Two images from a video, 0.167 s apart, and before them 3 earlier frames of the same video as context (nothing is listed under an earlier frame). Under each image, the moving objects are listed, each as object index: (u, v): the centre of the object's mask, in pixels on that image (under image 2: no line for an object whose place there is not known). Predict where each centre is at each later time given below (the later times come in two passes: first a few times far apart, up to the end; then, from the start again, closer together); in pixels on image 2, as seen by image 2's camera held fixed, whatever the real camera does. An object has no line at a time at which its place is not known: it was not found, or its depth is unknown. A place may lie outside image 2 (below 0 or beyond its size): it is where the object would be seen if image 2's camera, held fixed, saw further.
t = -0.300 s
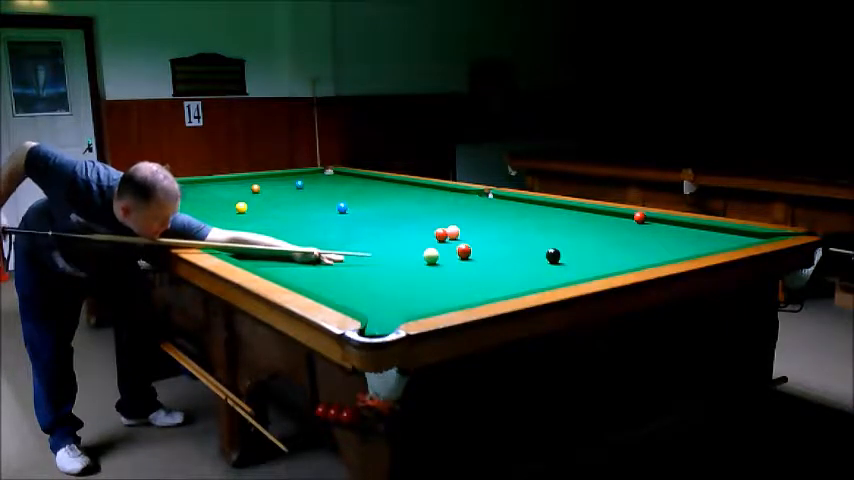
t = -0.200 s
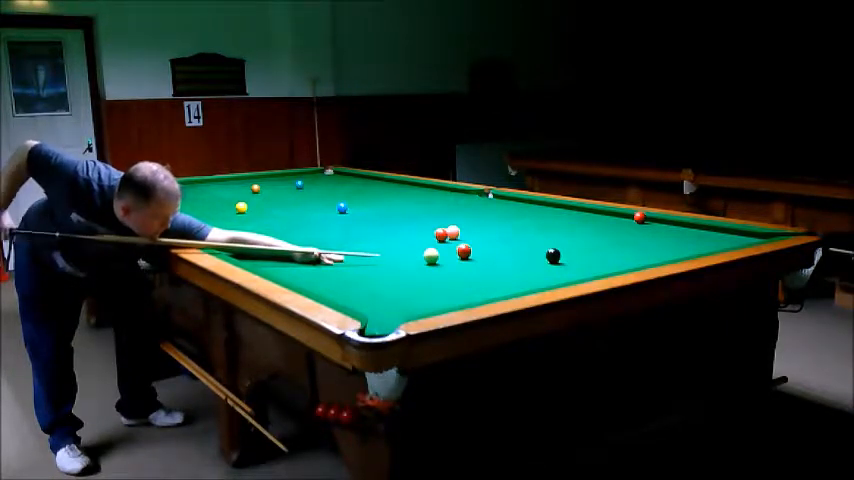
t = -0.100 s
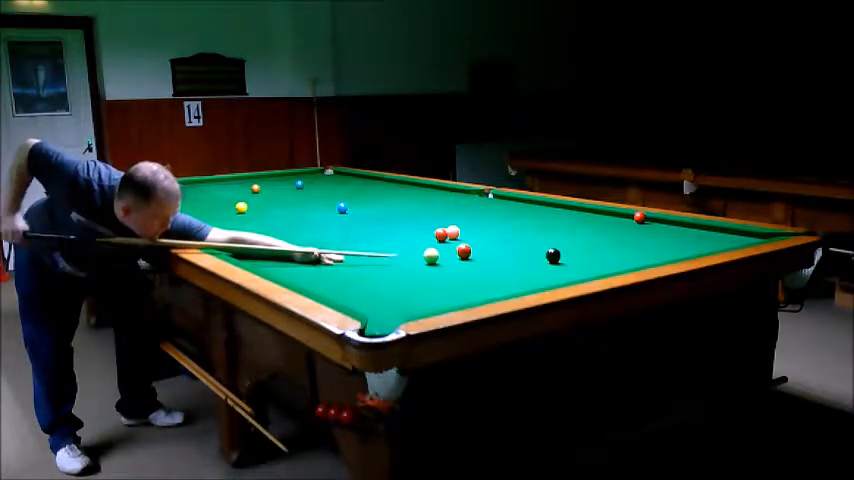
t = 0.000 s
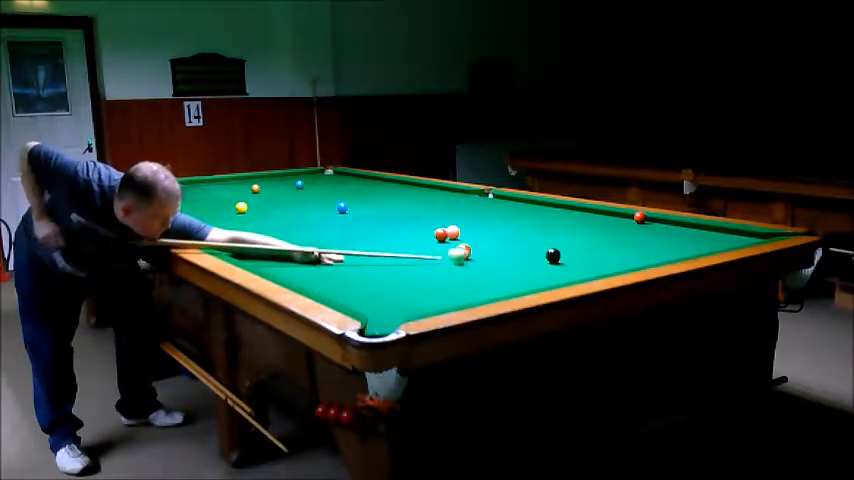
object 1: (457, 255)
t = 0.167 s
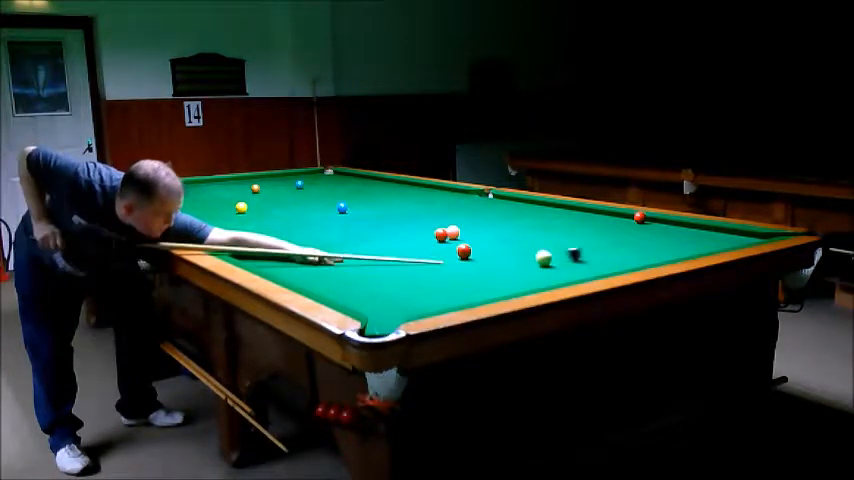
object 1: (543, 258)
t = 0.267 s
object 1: (553, 261)
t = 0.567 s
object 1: (582, 269)
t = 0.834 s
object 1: (579, 272)
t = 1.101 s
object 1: (549, 272)
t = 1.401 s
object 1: (518, 269)
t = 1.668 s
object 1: (493, 267)
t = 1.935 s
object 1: (472, 265)
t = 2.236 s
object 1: (450, 264)
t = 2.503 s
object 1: (434, 262)
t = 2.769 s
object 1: (420, 261)
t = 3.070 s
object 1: (407, 260)
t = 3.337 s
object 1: (398, 259)
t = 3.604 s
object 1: (391, 259)
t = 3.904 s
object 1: (385, 258)
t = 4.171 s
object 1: (383, 258)
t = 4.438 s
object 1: (383, 258)
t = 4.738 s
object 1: (383, 258)
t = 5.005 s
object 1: (383, 258)
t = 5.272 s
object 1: (383, 258)
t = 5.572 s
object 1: (383, 258)
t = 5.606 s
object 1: (383, 258)
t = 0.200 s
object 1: (547, 259)
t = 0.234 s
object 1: (550, 260)
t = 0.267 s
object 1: (553, 261)
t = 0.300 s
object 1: (556, 262)
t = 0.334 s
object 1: (559, 263)
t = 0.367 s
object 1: (562, 264)
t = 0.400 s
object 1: (565, 265)
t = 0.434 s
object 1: (568, 266)
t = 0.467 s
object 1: (572, 267)
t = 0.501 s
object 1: (575, 268)
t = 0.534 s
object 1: (578, 269)
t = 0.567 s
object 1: (582, 269)
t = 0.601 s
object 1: (584, 269)
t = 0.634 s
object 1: (588, 270)
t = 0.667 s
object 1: (591, 271)
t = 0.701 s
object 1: (594, 272)
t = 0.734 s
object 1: (592, 272)
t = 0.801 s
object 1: (583, 272)
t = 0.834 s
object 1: (579, 272)
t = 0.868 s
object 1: (576, 272)
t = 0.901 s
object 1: (572, 272)
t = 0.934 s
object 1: (568, 272)
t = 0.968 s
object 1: (564, 272)
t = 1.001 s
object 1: (560, 273)
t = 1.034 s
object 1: (556, 272)
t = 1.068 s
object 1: (553, 272)
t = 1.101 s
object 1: (549, 272)
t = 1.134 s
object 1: (545, 271)
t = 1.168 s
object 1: (542, 271)
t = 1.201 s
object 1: (538, 271)
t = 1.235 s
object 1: (535, 270)
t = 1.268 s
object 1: (531, 270)
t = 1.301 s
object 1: (528, 270)
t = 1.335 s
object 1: (524, 270)
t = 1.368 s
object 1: (521, 269)
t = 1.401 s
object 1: (518, 269)
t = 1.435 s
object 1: (515, 269)
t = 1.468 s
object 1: (511, 268)
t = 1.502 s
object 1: (508, 268)
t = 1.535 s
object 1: (505, 268)
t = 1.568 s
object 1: (502, 268)
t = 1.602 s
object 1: (499, 268)
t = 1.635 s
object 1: (496, 267)
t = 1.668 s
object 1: (493, 267)
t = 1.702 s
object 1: (490, 267)
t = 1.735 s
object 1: (488, 267)
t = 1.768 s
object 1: (485, 266)
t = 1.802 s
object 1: (482, 266)
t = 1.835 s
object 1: (480, 266)
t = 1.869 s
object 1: (477, 266)
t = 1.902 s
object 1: (475, 265)
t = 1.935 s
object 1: (472, 265)
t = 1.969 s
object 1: (470, 265)
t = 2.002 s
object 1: (467, 265)
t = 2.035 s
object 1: (464, 265)
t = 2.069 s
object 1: (462, 265)
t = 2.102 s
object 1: (459, 264)
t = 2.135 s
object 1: (457, 264)
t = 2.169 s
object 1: (455, 264)
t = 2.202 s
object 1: (452, 264)
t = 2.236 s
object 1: (450, 264)
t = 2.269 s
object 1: (448, 264)
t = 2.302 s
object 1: (446, 263)
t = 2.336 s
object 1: (444, 263)
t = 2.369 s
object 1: (442, 263)
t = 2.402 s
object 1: (440, 263)
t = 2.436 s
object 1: (438, 263)
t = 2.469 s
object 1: (436, 262)
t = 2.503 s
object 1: (434, 262)
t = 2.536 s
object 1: (432, 262)
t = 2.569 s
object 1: (430, 262)
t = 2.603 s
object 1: (428, 262)
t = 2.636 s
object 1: (427, 262)
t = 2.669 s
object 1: (425, 262)
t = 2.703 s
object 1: (423, 261)
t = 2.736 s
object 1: (422, 261)
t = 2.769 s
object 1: (420, 261)
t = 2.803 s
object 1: (419, 261)
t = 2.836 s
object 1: (417, 261)
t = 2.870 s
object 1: (415, 261)
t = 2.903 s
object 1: (414, 261)
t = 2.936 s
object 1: (412, 260)
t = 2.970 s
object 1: (412, 260)
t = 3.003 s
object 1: (410, 260)
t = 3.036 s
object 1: (409, 260)
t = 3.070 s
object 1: (407, 260)
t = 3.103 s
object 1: (406, 260)
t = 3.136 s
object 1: (404, 260)
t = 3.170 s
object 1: (404, 260)
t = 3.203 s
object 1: (402, 260)
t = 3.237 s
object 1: (401, 260)
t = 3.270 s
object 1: (400, 259)
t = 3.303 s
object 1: (399, 259)
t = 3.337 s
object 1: (398, 259)
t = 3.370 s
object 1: (397, 259)
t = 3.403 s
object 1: (396, 259)
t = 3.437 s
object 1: (395, 259)
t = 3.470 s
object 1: (394, 259)
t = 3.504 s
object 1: (394, 259)
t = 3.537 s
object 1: (393, 259)
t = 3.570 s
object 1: (392, 259)
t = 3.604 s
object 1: (391, 259)
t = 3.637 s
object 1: (390, 259)
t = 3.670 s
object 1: (390, 259)
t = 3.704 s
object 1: (389, 259)
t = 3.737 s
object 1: (388, 259)
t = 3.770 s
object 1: (388, 259)
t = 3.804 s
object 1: (387, 259)
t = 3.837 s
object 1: (387, 259)
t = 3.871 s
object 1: (386, 258)
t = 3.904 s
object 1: (385, 258)
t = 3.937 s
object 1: (385, 258)
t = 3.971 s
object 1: (385, 258)
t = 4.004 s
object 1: (384, 258)
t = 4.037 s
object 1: (384, 258)
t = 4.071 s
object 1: (384, 258)
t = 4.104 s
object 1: (384, 258)
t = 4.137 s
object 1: (384, 258)
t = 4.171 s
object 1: (383, 258)
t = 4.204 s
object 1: (383, 258)
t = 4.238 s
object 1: (383, 258)
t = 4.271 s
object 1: (383, 258)
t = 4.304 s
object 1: (383, 258)
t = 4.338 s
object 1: (383, 258)
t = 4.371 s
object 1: (383, 258)
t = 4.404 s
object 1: (383, 258)
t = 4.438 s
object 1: (383, 258)
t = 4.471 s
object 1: (383, 258)
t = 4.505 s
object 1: (383, 258)
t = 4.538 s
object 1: (383, 258)
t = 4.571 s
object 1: (383, 258)
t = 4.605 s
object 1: (383, 258)
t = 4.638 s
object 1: (383, 258)
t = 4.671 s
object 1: (383, 258)
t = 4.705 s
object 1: (383, 258)
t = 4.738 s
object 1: (383, 258)
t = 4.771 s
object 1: (383, 258)
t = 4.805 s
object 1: (383, 258)
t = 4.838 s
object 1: (383, 258)
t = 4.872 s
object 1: (383, 258)
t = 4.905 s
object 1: (383, 258)
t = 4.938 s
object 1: (383, 258)
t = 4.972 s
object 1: (383, 258)
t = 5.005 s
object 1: (383, 258)
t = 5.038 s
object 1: (383, 258)
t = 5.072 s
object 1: (383, 258)
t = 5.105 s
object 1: (383, 258)
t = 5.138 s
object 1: (383, 258)
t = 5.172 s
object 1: (383, 258)
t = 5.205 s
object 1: (383, 258)
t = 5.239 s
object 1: (383, 258)
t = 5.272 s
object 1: (383, 258)
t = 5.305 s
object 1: (383, 258)
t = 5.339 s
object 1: (383, 258)
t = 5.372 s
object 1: (383, 258)
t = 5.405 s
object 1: (383, 258)
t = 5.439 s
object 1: (383, 258)
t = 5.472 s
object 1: (383, 258)
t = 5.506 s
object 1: (383, 258)
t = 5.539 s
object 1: (383, 258)
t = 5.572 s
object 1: (383, 258)
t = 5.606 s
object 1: (383, 258)
